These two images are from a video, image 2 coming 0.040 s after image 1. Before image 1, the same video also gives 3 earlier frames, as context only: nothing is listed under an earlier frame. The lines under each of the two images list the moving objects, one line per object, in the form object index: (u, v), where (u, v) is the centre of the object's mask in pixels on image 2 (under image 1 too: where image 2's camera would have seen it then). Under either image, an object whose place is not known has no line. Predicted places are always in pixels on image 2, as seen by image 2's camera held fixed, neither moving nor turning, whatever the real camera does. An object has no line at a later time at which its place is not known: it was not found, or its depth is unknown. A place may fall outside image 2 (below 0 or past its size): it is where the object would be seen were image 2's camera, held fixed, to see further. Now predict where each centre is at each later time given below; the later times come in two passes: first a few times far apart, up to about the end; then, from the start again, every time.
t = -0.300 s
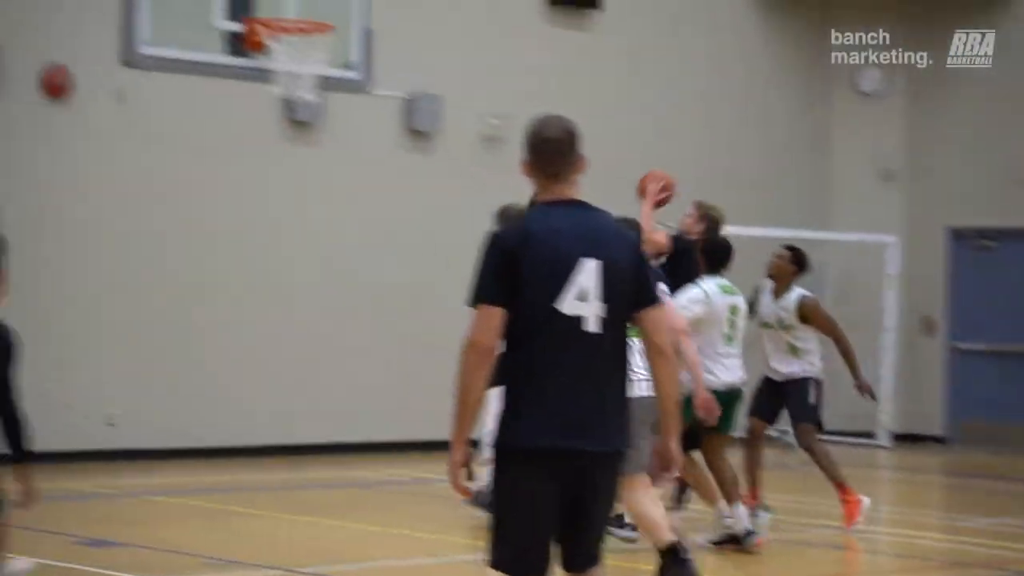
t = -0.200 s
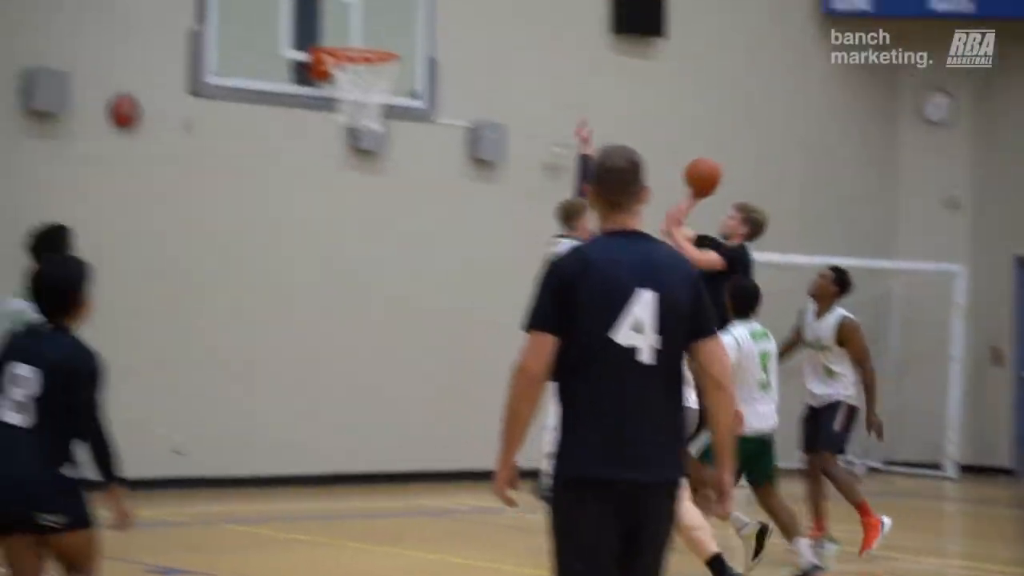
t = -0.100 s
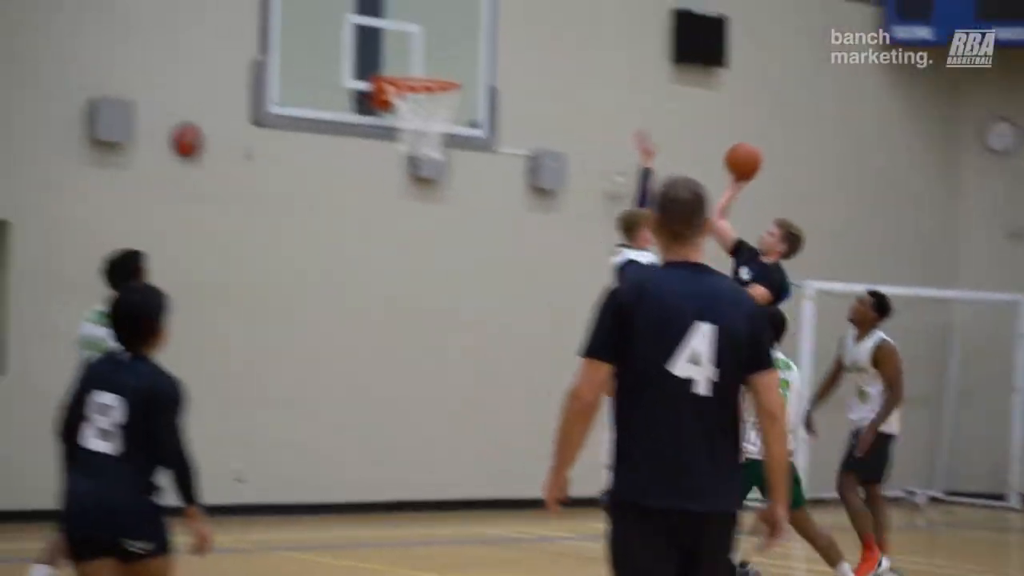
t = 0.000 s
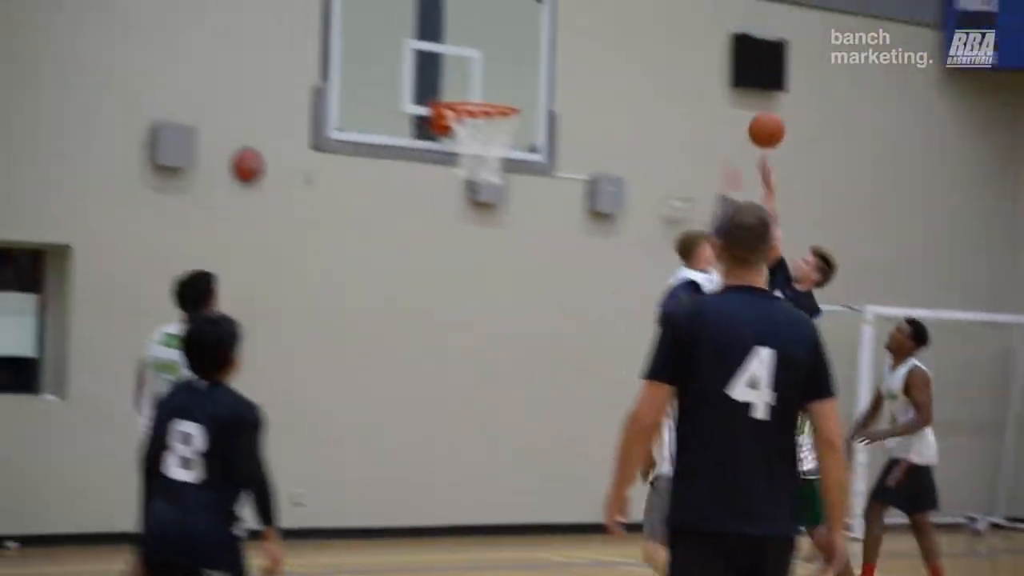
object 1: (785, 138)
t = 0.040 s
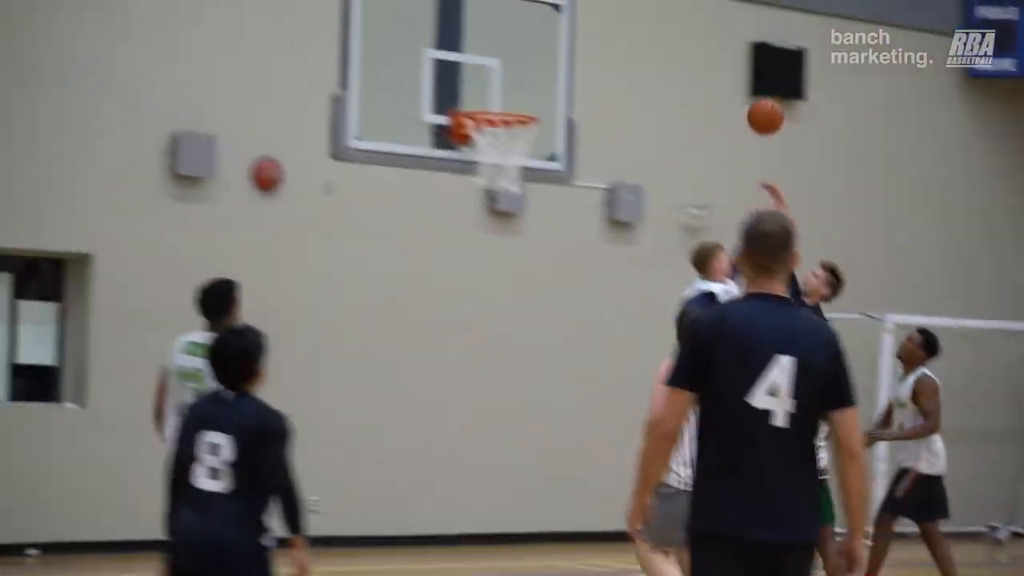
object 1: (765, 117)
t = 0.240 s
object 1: (663, 42)
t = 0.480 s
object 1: (544, 27)
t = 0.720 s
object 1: (526, 85)
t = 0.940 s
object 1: (481, 100)
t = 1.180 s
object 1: (509, 92)
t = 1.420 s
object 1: (494, 141)
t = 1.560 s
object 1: (477, 176)
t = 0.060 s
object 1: (755, 106)
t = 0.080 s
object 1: (745, 97)
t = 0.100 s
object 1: (735, 88)
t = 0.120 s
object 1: (725, 80)
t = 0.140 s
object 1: (714, 73)
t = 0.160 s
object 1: (704, 65)
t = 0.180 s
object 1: (694, 58)
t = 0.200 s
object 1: (683, 53)
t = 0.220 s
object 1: (673, 47)
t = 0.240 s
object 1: (663, 42)
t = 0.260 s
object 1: (653, 38)
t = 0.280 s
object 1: (643, 34)
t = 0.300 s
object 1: (632, 31)
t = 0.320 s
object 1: (622, 28)
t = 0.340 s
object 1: (612, 26)
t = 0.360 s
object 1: (602, 24)
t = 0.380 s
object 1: (592, 23)
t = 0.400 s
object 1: (581, 24)
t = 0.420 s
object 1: (570, 24)
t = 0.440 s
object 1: (560, 24)
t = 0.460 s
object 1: (549, 26)
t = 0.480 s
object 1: (544, 27)
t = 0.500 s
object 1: (544, 29)
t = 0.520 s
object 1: (542, 31)
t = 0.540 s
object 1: (540, 34)
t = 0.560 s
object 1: (539, 37)
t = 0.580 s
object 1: (538, 40)
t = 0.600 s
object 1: (536, 45)
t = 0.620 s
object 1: (534, 51)
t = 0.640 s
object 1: (533, 57)
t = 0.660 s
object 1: (531, 63)
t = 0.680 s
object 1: (529, 70)
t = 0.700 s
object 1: (527, 77)
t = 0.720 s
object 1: (526, 85)
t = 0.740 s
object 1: (524, 94)
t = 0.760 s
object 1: (522, 101)
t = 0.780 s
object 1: (519, 100)
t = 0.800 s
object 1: (514, 100)
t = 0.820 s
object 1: (509, 98)
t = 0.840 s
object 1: (504, 98)
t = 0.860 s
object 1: (500, 98)
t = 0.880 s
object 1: (495, 97)
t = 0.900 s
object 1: (491, 98)
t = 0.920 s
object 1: (486, 99)
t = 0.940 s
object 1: (481, 100)
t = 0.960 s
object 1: (482, 98)
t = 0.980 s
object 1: (484, 96)
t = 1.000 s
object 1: (487, 93)
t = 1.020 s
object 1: (490, 91)
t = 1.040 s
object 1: (492, 89)
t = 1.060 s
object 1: (495, 88)
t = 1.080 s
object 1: (497, 87)
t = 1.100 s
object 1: (500, 87)
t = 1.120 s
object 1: (502, 87)
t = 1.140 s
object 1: (504, 88)
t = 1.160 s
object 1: (506, 90)
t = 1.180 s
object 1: (509, 92)
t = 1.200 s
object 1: (511, 94)
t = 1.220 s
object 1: (514, 97)
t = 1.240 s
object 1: (516, 100)
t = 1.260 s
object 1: (518, 102)
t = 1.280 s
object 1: (520, 104)
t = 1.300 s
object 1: (515, 114)
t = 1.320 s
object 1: (513, 117)
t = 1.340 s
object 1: (510, 121)
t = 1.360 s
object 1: (506, 126)
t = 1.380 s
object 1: (502, 131)
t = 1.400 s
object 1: (498, 135)
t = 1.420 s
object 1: (494, 141)
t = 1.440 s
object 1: (490, 147)
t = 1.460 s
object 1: (486, 152)
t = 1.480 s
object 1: (484, 157)
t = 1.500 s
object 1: (482, 161)
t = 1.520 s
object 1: (480, 164)
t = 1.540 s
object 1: (477, 175)
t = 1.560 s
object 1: (477, 176)
